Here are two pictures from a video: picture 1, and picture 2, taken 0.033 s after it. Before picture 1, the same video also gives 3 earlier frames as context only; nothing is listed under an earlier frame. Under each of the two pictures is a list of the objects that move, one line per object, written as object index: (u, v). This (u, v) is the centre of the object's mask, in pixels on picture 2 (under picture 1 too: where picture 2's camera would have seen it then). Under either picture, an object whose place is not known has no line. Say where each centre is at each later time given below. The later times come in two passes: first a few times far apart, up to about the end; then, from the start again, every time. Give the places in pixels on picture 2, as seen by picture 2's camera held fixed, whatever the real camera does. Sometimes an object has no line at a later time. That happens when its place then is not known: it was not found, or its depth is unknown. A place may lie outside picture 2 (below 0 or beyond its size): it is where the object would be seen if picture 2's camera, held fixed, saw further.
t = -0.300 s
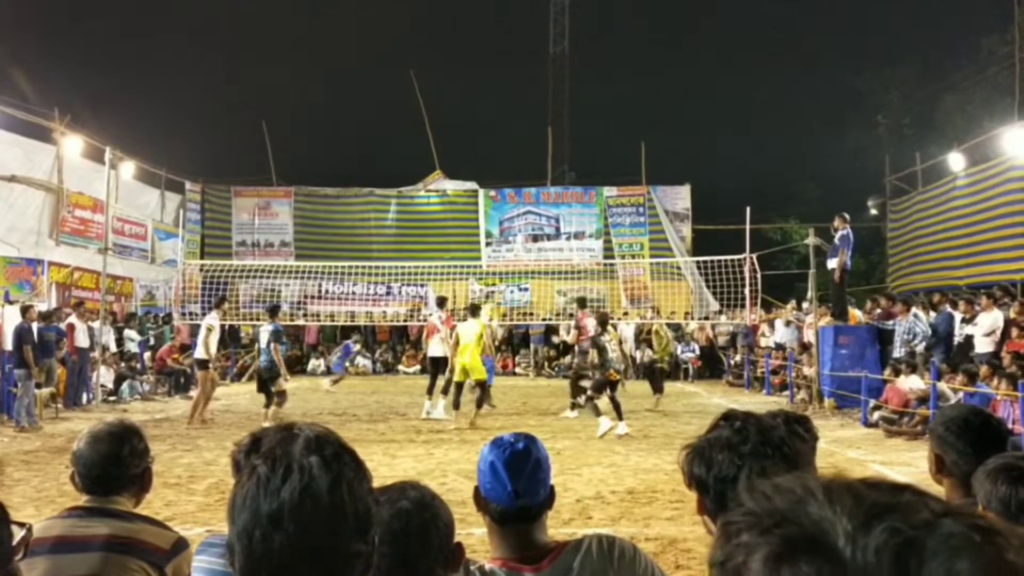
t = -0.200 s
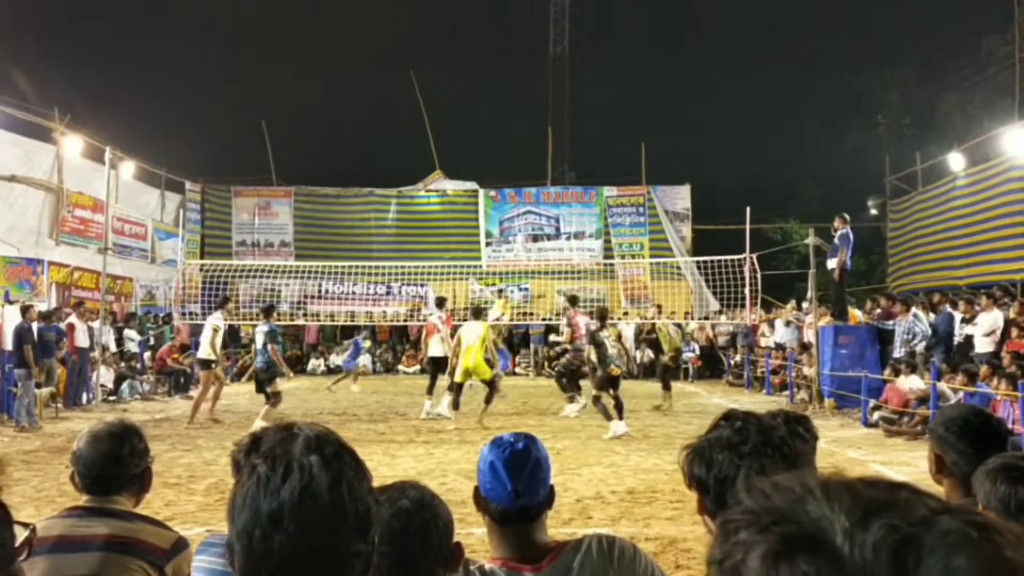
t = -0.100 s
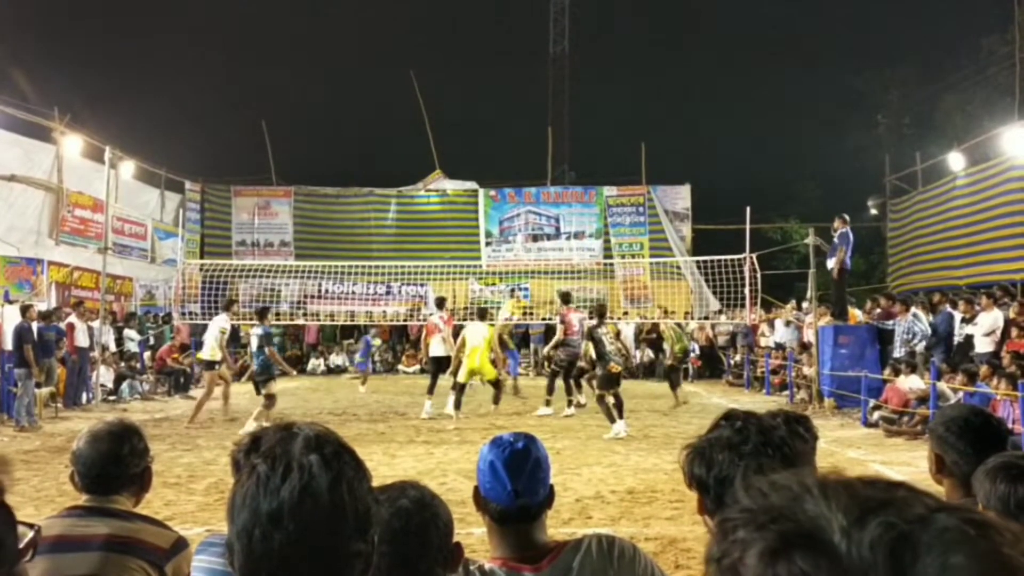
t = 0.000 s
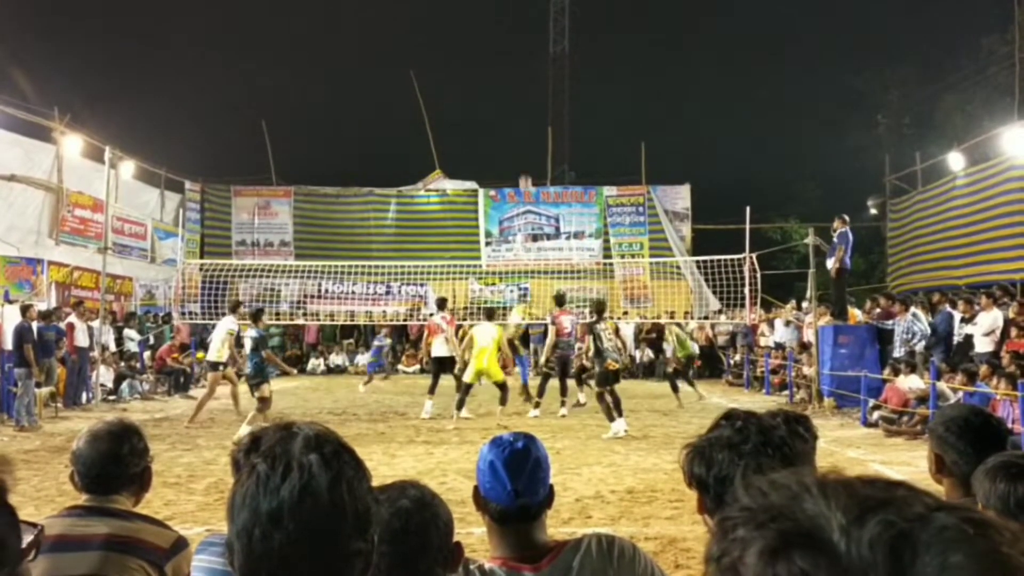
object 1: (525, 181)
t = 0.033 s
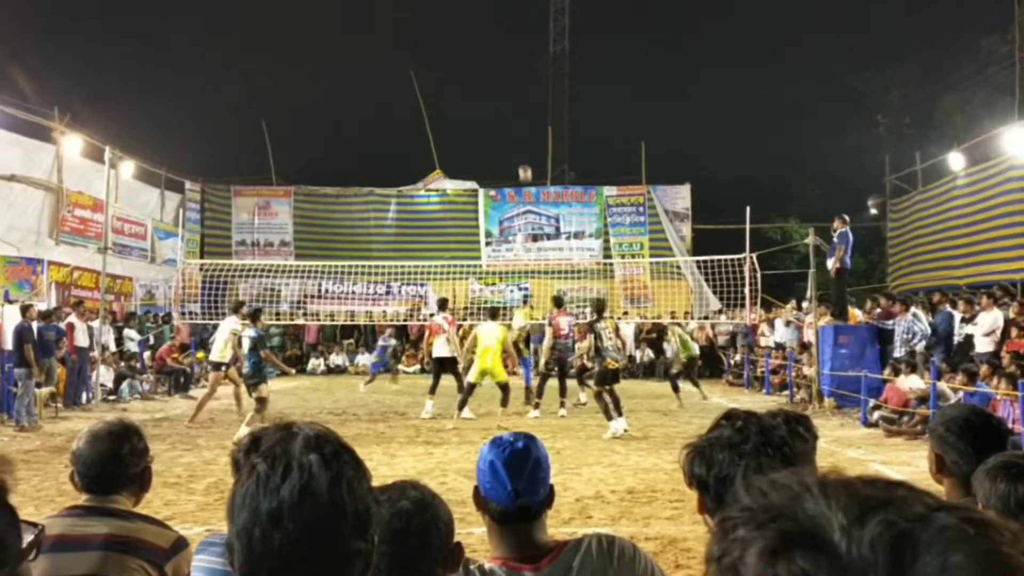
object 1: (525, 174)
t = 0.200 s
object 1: (522, 131)
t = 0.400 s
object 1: (517, 101)
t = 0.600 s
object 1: (511, 92)
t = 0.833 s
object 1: (504, 109)
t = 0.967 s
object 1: (501, 133)
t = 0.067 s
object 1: (525, 164)
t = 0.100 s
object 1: (524, 155)
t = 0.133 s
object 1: (523, 146)
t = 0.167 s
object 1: (522, 138)
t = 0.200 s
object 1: (522, 131)
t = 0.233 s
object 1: (521, 125)
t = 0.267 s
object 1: (521, 119)
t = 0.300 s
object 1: (520, 113)
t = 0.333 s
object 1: (519, 108)
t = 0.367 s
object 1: (517, 104)
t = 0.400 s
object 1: (517, 101)
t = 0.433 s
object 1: (516, 98)
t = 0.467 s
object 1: (515, 95)
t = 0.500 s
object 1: (514, 94)
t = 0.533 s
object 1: (513, 92)
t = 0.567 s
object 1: (512, 92)
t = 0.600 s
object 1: (511, 92)
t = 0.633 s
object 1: (510, 93)
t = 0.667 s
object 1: (510, 94)
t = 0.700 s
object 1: (509, 96)
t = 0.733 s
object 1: (508, 98)
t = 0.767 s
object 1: (507, 101)
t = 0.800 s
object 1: (506, 105)
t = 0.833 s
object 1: (504, 109)
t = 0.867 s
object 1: (503, 115)
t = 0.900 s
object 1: (503, 120)
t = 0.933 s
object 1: (502, 126)
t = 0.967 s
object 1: (501, 133)
